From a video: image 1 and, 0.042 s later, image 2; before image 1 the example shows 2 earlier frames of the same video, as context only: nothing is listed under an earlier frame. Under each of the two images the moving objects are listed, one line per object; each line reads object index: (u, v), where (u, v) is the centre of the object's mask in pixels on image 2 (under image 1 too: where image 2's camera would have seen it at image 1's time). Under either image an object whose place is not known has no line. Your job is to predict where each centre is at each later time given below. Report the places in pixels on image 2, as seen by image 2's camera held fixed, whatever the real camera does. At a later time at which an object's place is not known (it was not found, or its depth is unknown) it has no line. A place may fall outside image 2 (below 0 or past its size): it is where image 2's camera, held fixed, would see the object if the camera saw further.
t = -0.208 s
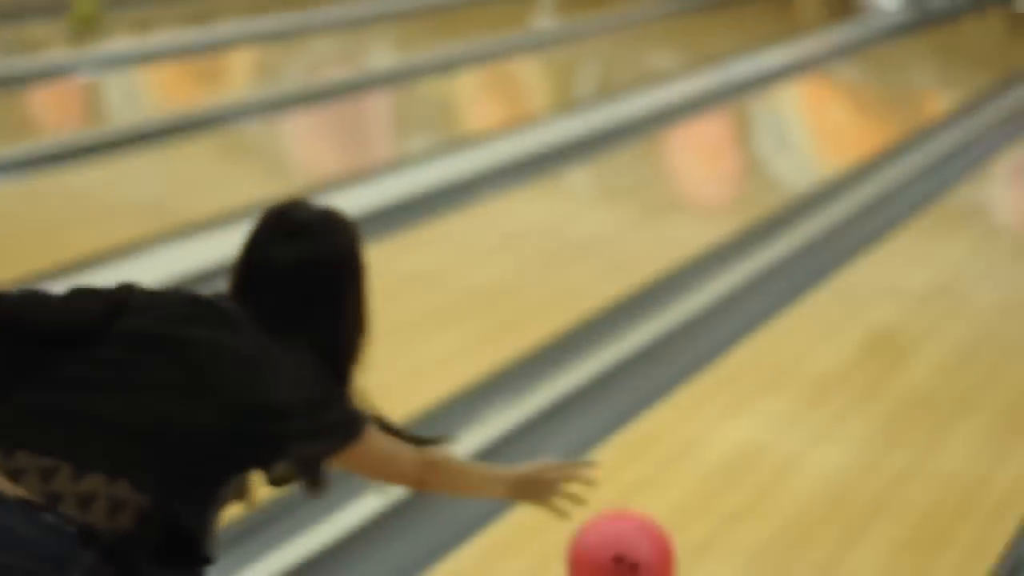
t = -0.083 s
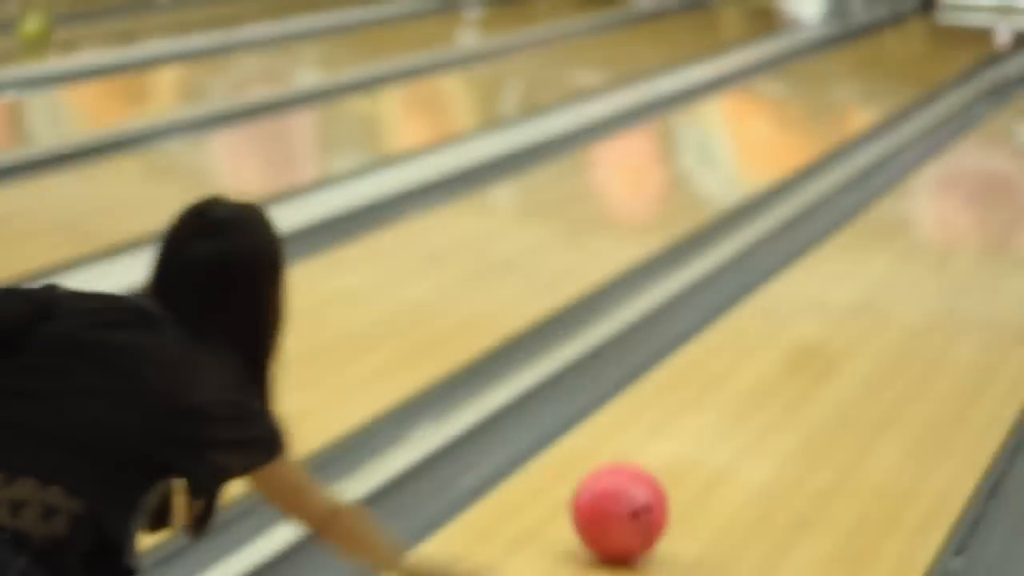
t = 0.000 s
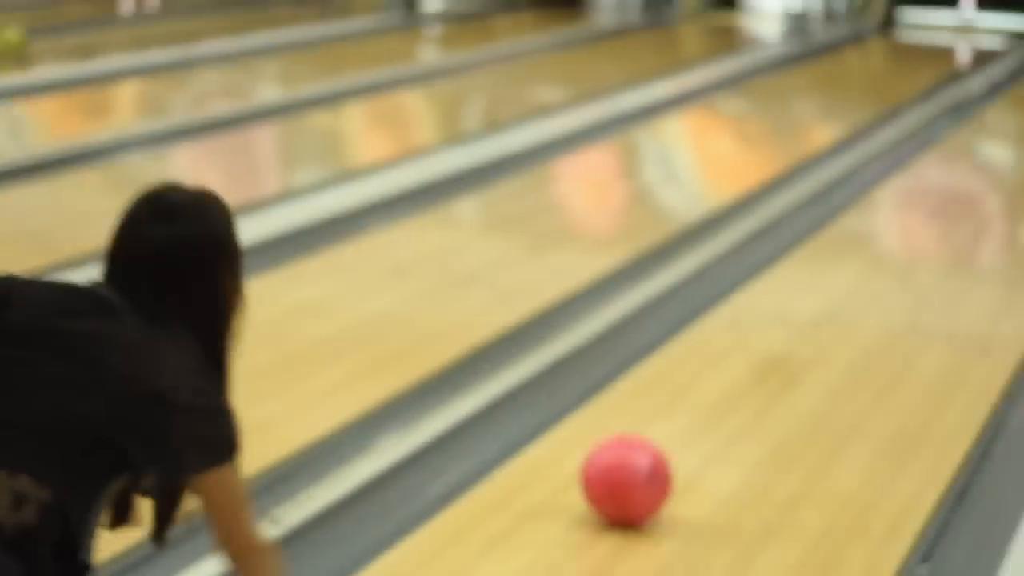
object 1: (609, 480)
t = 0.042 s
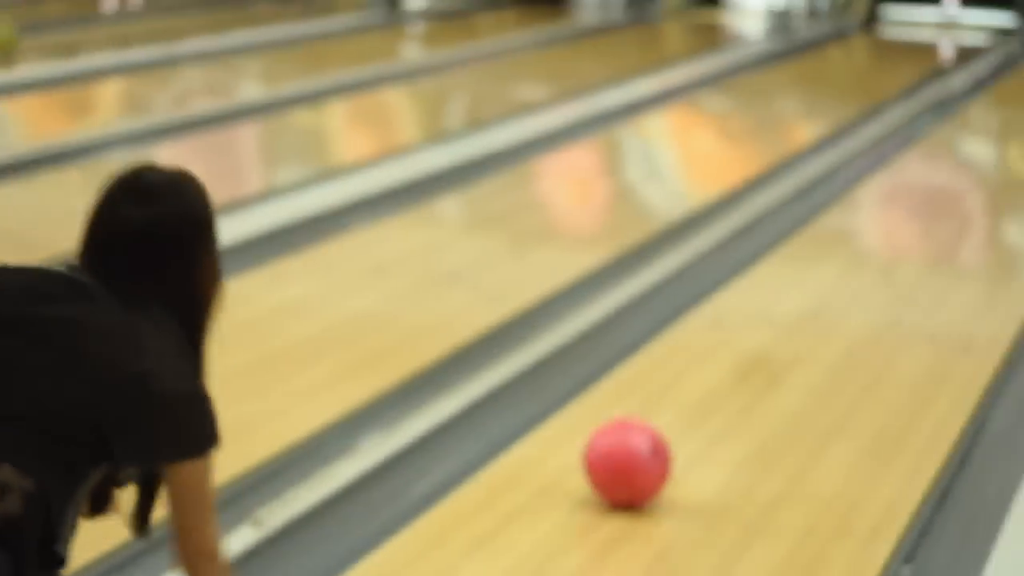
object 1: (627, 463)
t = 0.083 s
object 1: (644, 442)
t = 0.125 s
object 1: (658, 426)
